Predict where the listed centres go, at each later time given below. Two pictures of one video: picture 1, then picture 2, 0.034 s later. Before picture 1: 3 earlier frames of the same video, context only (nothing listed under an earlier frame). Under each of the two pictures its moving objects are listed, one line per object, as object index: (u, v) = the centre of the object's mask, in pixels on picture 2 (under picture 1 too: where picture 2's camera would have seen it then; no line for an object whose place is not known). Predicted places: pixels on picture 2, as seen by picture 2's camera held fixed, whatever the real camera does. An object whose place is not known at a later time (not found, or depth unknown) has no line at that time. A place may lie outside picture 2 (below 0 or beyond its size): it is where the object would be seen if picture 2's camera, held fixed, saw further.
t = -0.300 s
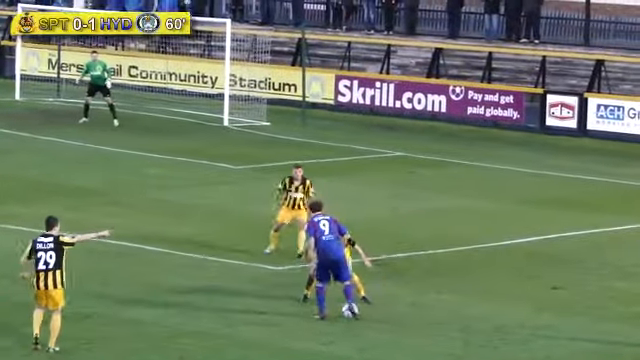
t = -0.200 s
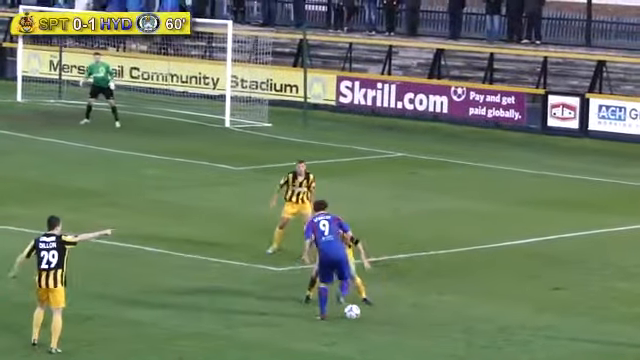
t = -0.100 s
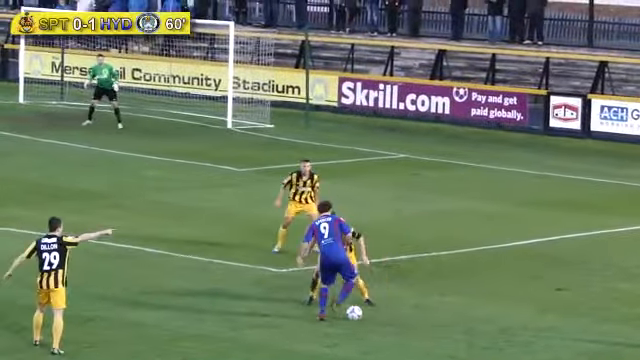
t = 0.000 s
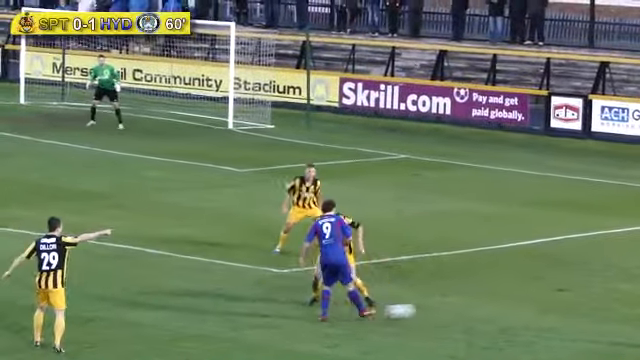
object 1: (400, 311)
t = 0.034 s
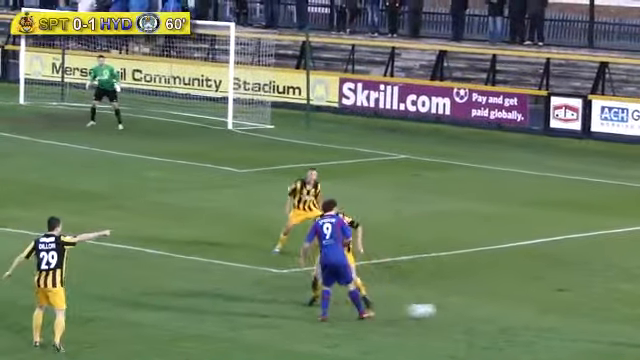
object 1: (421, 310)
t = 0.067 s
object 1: (441, 311)
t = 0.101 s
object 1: (463, 311)
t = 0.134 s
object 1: (483, 313)
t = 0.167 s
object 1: (502, 314)
